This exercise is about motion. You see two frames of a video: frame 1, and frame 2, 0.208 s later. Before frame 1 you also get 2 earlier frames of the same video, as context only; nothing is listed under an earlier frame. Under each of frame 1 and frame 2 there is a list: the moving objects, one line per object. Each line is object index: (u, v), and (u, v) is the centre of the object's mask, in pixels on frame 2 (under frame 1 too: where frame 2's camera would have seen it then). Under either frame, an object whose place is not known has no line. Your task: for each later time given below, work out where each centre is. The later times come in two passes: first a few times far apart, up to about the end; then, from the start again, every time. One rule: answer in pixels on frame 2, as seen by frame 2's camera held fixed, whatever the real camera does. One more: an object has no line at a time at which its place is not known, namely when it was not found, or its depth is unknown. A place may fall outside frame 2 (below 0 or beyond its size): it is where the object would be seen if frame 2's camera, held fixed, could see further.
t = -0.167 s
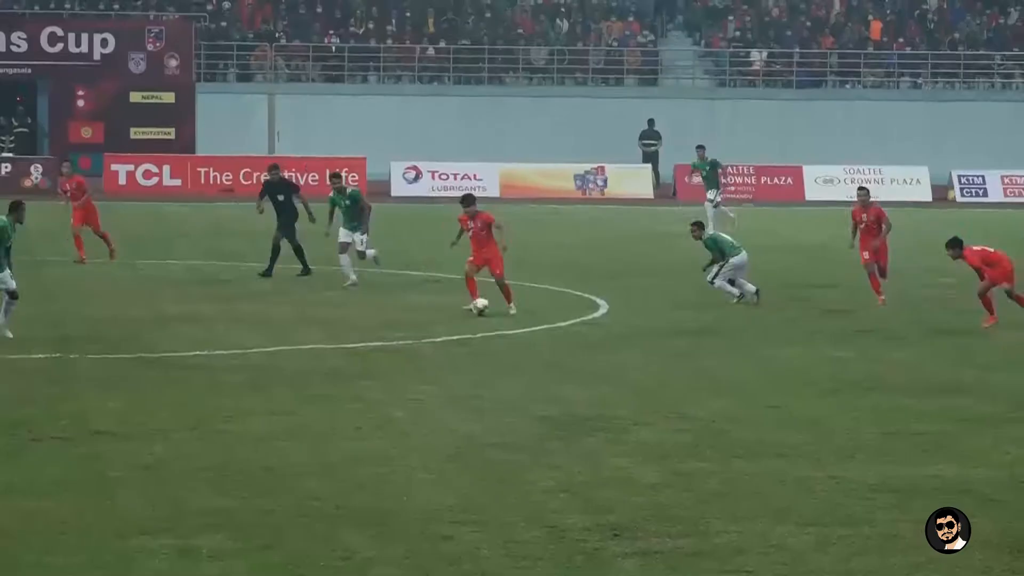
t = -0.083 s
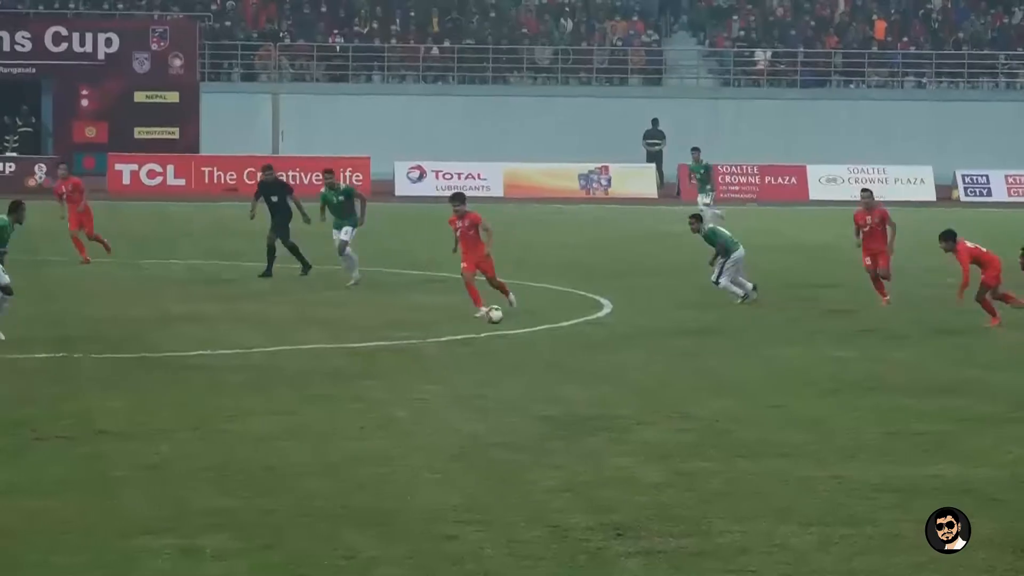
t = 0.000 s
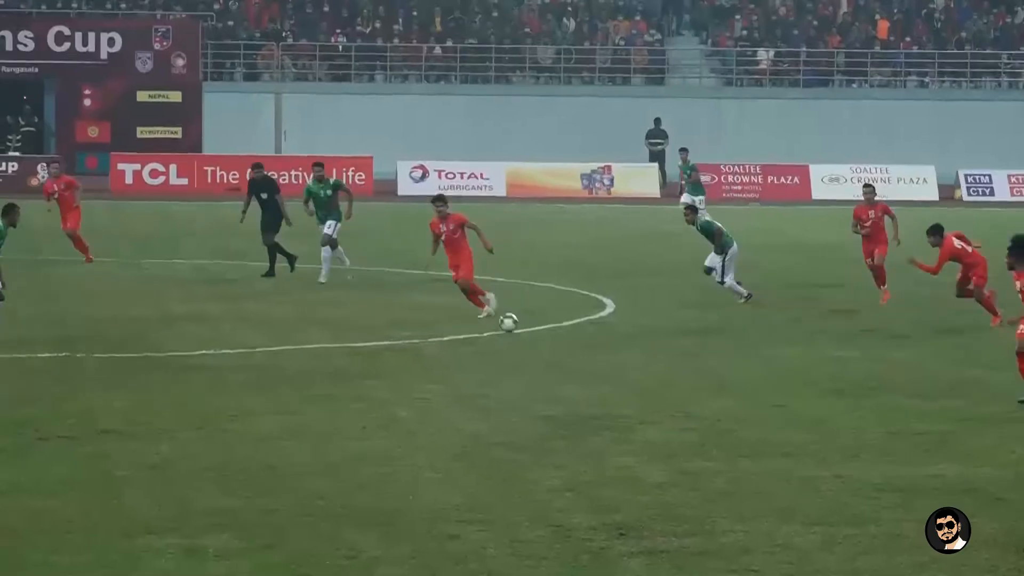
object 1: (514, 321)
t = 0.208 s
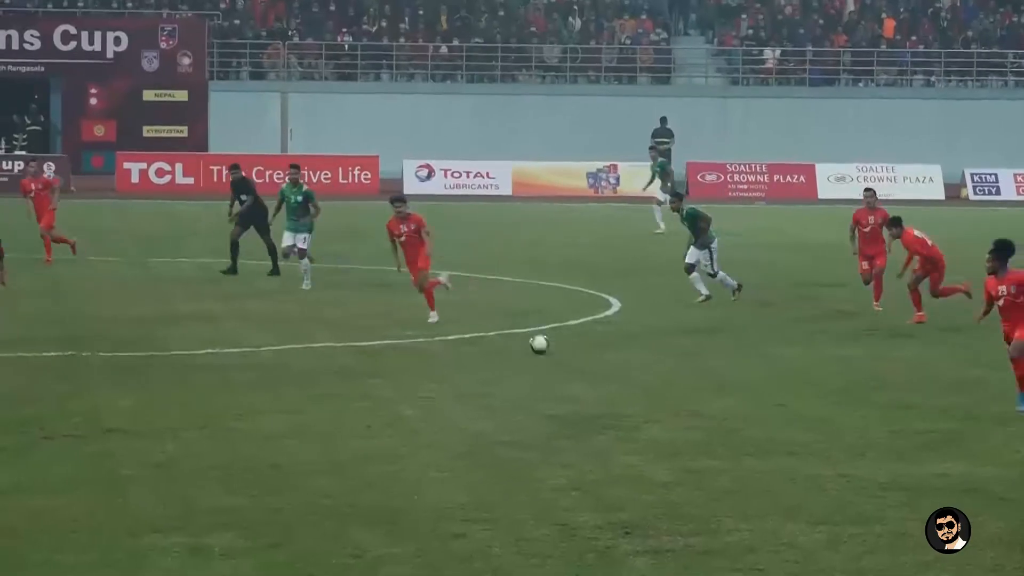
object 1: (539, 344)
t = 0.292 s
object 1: (549, 353)
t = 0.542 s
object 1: (582, 376)
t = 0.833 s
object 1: (616, 399)
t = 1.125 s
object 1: (647, 417)
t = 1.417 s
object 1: (675, 446)
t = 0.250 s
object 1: (544, 349)
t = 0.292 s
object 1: (549, 353)
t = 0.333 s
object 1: (554, 355)
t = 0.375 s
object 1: (559, 357)
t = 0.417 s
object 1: (564, 363)
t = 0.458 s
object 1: (570, 369)
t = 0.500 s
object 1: (577, 372)
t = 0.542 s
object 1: (582, 376)
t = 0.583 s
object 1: (587, 380)
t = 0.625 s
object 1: (593, 384)
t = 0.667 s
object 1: (598, 387)
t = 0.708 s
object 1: (603, 388)
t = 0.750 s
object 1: (607, 391)
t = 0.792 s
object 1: (612, 394)
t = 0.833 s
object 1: (616, 399)
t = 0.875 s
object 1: (620, 399)
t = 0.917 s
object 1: (624, 399)
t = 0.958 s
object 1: (628, 403)
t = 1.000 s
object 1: (635, 411)
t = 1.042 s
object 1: (639, 419)
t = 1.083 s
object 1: (644, 421)
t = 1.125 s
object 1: (647, 417)
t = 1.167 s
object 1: (652, 414)
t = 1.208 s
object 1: (655, 415)
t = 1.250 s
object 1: (659, 416)
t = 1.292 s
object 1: (663, 421)
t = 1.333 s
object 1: (668, 427)
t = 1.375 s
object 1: (672, 435)
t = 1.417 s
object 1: (675, 446)
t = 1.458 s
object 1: (681, 455)
